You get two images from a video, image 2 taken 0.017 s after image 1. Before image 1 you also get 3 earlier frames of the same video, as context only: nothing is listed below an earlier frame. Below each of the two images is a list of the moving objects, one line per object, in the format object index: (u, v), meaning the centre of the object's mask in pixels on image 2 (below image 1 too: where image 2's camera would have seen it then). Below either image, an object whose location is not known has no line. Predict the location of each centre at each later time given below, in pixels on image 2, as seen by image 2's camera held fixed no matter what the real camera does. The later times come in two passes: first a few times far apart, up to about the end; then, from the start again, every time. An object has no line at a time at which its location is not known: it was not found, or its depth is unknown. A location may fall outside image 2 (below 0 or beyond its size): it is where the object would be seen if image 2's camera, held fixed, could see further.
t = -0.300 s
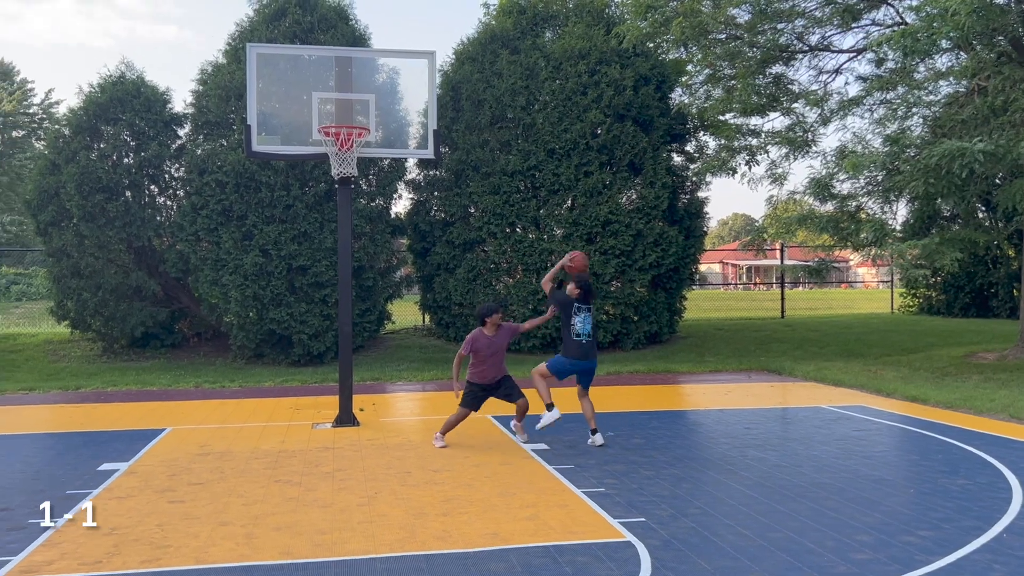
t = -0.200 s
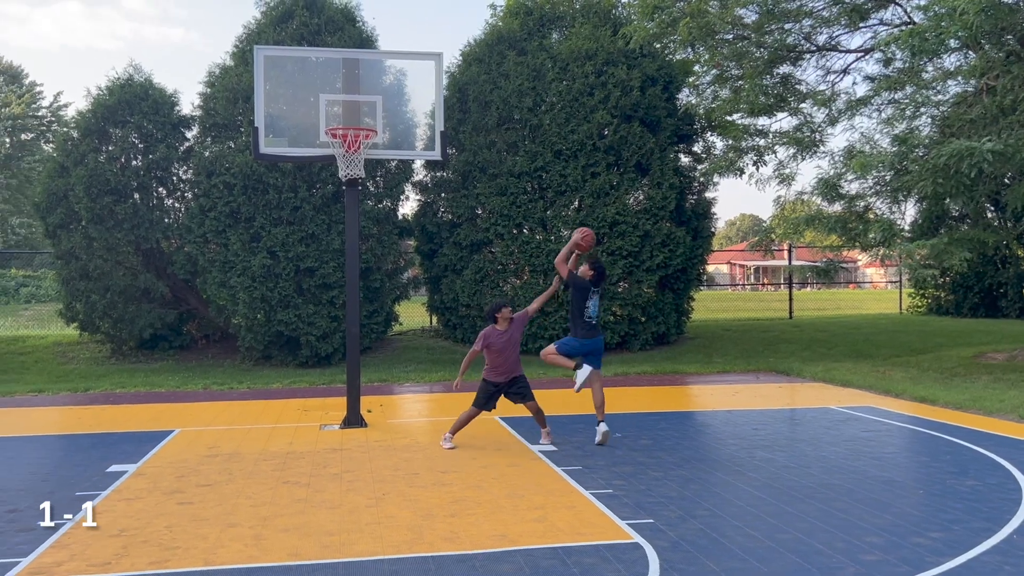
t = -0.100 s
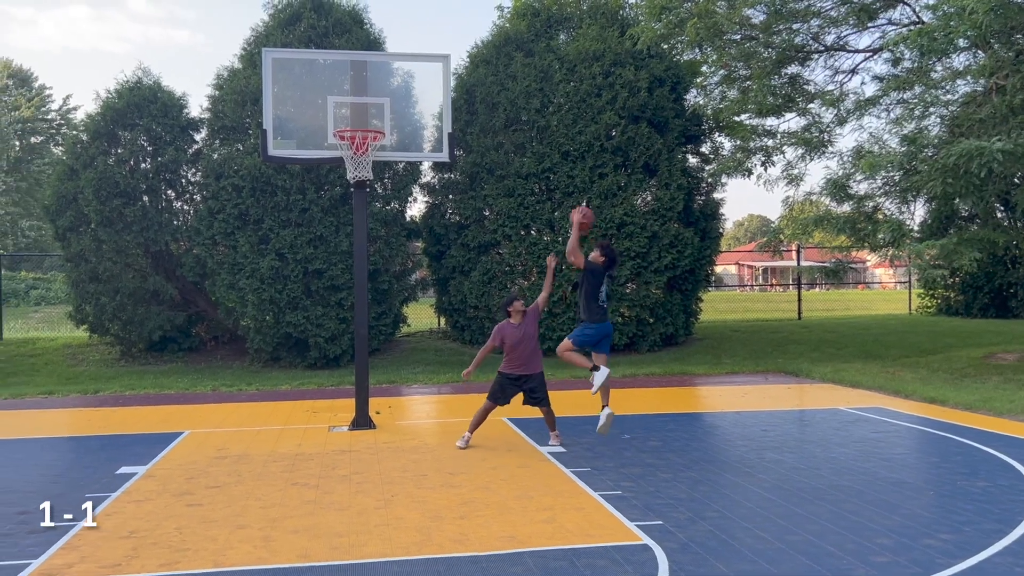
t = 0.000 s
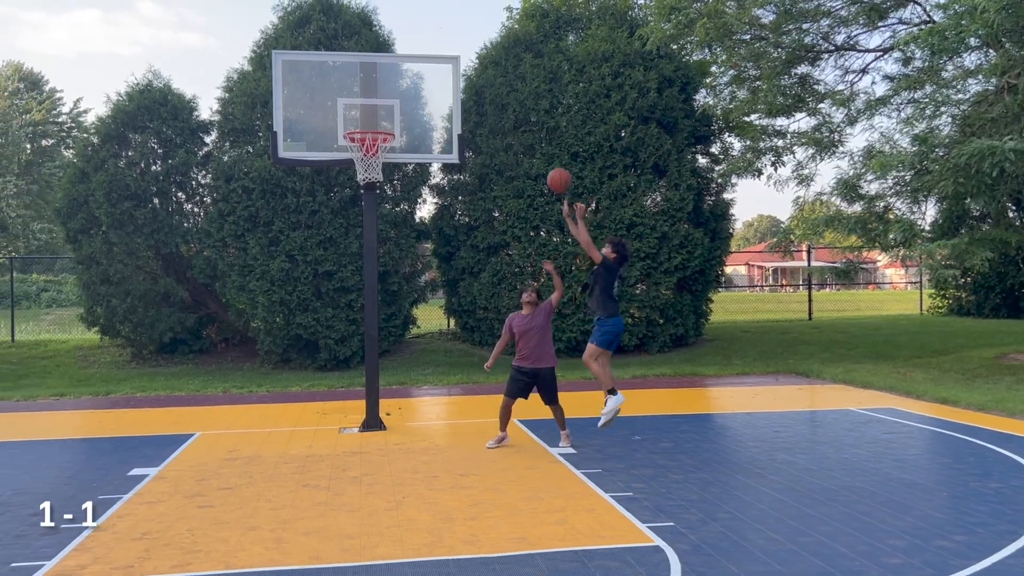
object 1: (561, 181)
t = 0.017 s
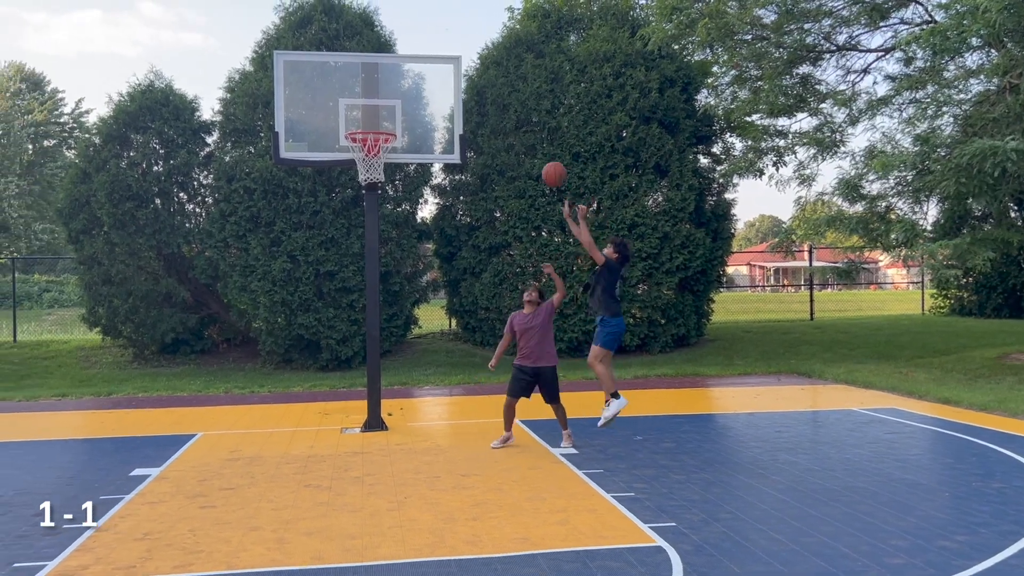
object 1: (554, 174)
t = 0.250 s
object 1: (464, 115)
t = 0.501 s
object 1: (386, 108)
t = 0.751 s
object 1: (366, 111)
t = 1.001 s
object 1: (399, 119)
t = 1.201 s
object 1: (427, 175)
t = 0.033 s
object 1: (548, 168)
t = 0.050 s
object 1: (541, 162)
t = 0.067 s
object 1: (534, 157)
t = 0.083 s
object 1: (528, 151)
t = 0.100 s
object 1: (521, 147)
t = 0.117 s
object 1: (515, 142)
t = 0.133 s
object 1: (508, 138)
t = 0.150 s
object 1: (502, 133)
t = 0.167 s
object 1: (496, 130)
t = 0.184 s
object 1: (489, 126)
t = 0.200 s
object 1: (483, 123)
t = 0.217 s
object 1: (477, 120)
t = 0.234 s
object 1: (470, 117)
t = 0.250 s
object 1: (464, 115)
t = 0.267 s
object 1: (458, 113)
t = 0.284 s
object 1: (451, 111)
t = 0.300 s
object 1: (445, 109)
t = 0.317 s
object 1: (438, 108)
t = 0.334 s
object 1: (432, 107)
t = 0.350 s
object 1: (426, 107)
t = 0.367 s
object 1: (420, 106)
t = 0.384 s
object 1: (414, 106)
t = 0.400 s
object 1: (410, 105)
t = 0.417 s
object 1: (406, 105)
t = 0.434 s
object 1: (402, 105)
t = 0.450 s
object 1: (398, 105)
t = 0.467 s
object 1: (394, 106)
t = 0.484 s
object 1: (390, 107)
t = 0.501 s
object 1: (386, 108)
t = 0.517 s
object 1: (382, 110)
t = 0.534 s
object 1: (378, 111)
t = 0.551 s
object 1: (374, 112)
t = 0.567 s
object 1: (370, 114)
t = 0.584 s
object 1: (367, 118)
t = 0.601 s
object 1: (362, 120)
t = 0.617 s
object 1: (358, 122)
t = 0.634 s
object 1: (354, 124)
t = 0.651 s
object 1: (354, 124)
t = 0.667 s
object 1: (356, 122)
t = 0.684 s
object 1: (358, 120)
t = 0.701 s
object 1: (360, 118)
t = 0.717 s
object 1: (362, 115)
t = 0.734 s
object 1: (364, 113)
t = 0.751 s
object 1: (366, 111)
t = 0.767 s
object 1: (368, 110)
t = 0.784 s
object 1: (370, 109)
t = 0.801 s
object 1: (372, 108)
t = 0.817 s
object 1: (374, 107)
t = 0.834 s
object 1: (376, 107)
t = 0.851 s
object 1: (379, 107)
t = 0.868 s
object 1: (381, 107)
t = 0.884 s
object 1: (383, 107)
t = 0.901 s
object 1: (385, 108)
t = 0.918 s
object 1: (387, 109)
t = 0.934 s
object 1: (390, 111)
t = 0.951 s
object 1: (392, 112)
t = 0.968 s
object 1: (395, 114)
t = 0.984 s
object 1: (397, 117)
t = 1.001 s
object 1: (399, 119)
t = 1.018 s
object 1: (401, 122)
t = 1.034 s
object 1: (404, 125)
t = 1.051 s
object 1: (406, 129)
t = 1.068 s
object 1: (409, 133)
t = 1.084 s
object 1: (411, 137)
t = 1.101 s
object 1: (414, 142)
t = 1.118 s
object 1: (415, 146)
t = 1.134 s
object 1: (418, 152)
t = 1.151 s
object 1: (420, 157)
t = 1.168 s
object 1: (423, 162)
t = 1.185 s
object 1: (425, 168)
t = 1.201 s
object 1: (427, 175)
